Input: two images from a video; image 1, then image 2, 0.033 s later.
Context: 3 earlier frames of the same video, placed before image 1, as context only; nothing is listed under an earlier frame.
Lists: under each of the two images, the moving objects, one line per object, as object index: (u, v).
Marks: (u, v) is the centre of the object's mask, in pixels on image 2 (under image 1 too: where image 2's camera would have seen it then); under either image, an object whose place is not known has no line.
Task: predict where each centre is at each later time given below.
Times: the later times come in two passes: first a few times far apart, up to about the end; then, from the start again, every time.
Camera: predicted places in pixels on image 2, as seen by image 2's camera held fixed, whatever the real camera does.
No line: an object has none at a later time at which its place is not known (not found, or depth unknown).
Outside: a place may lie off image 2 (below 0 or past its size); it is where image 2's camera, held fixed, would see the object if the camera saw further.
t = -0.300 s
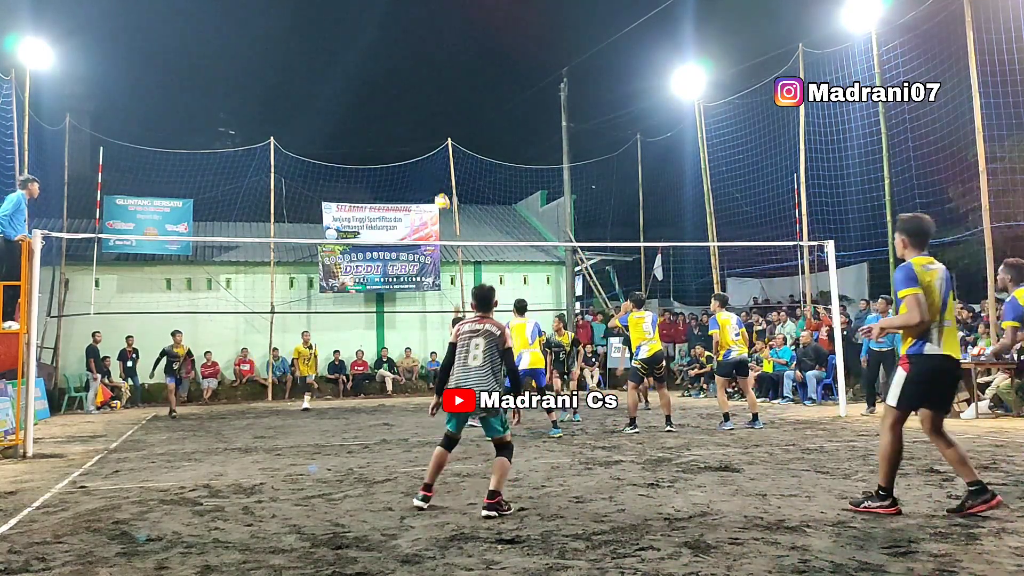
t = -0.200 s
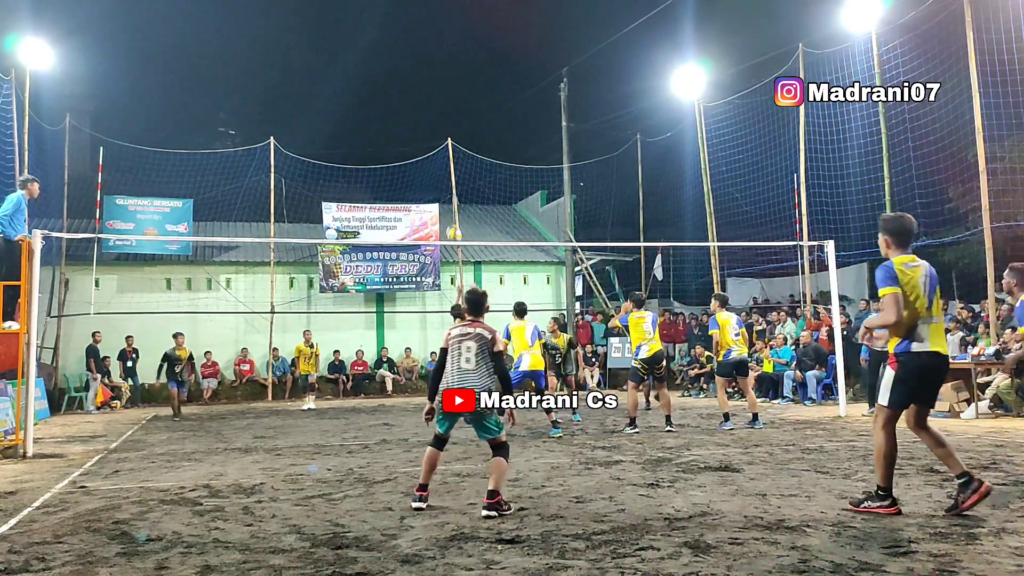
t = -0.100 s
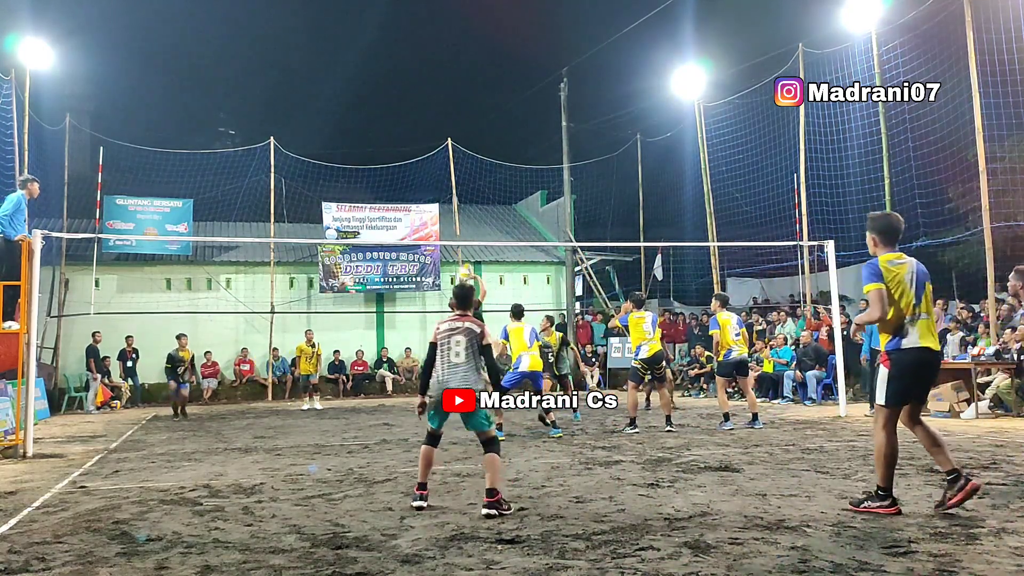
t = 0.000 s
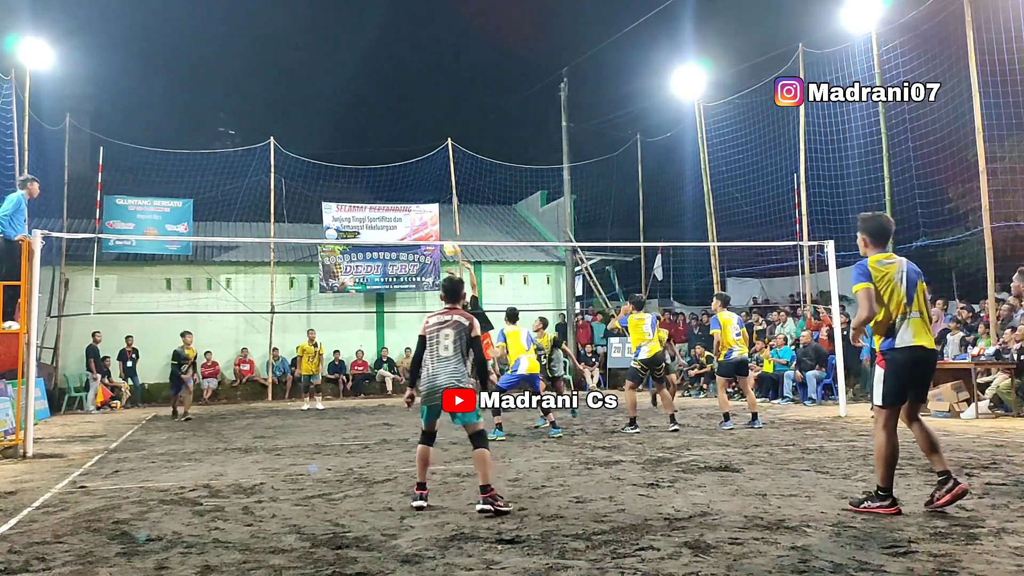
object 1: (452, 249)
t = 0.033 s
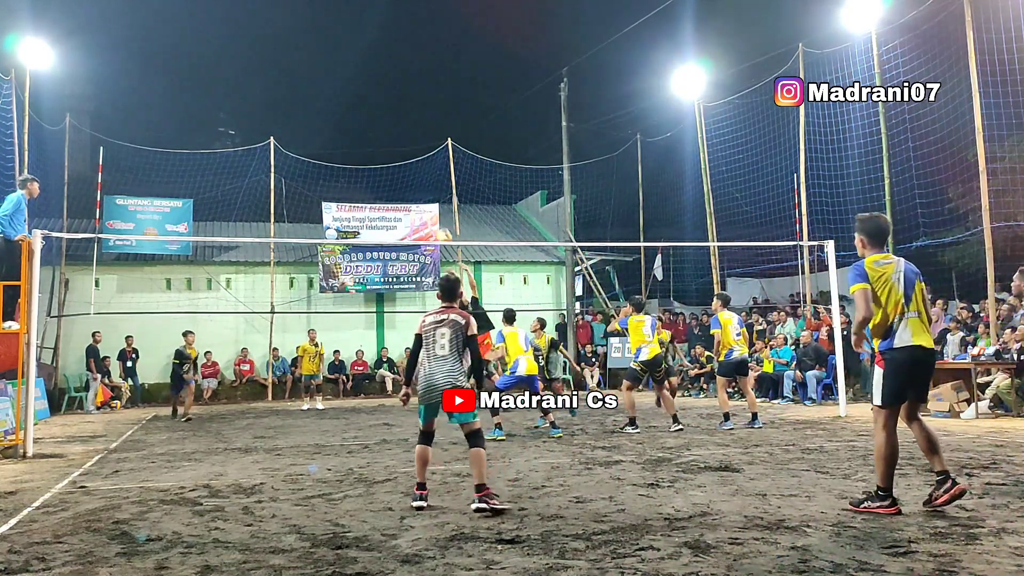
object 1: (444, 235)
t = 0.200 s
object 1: (407, 184)
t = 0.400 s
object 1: (363, 146)
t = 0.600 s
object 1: (321, 135)
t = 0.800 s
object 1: (281, 151)
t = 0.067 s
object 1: (436, 222)
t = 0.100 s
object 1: (428, 214)
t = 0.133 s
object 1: (420, 202)
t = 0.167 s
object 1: (413, 192)
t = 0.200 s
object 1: (407, 184)
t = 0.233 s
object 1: (399, 176)
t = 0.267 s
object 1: (392, 168)
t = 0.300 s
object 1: (385, 162)
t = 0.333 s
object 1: (378, 156)
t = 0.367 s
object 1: (370, 151)
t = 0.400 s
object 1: (363, 146)
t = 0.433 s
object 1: (357, 143)
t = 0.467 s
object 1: (349, 140)
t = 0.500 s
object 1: (342, 137)
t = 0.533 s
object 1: (336, 136)
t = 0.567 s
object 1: (328, 135)
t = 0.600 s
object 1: (321, 135)
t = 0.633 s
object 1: (314, 136)
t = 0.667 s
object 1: (307, 137)
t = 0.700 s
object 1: (300, 140)
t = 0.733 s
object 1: (293, 143)
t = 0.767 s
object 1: (286, 147)
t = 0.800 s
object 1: (281, 151)
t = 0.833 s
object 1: (273, 156)
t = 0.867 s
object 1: (265, 163)
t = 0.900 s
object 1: (259, 169)
